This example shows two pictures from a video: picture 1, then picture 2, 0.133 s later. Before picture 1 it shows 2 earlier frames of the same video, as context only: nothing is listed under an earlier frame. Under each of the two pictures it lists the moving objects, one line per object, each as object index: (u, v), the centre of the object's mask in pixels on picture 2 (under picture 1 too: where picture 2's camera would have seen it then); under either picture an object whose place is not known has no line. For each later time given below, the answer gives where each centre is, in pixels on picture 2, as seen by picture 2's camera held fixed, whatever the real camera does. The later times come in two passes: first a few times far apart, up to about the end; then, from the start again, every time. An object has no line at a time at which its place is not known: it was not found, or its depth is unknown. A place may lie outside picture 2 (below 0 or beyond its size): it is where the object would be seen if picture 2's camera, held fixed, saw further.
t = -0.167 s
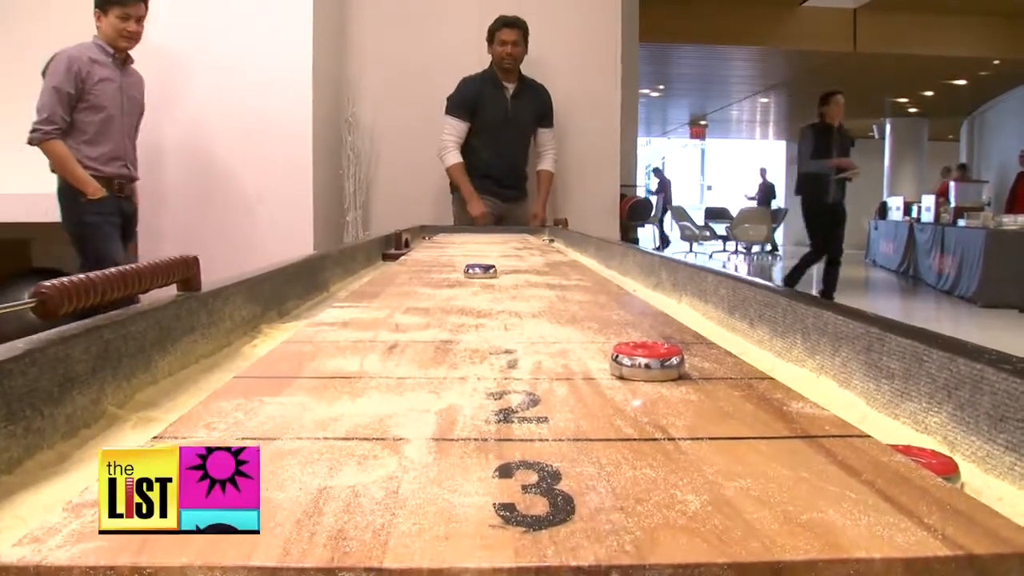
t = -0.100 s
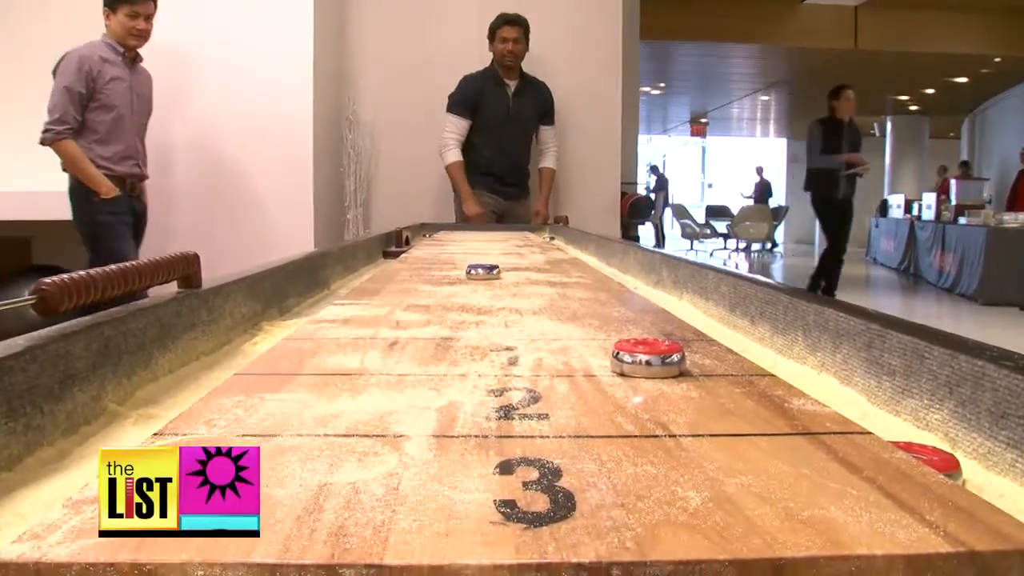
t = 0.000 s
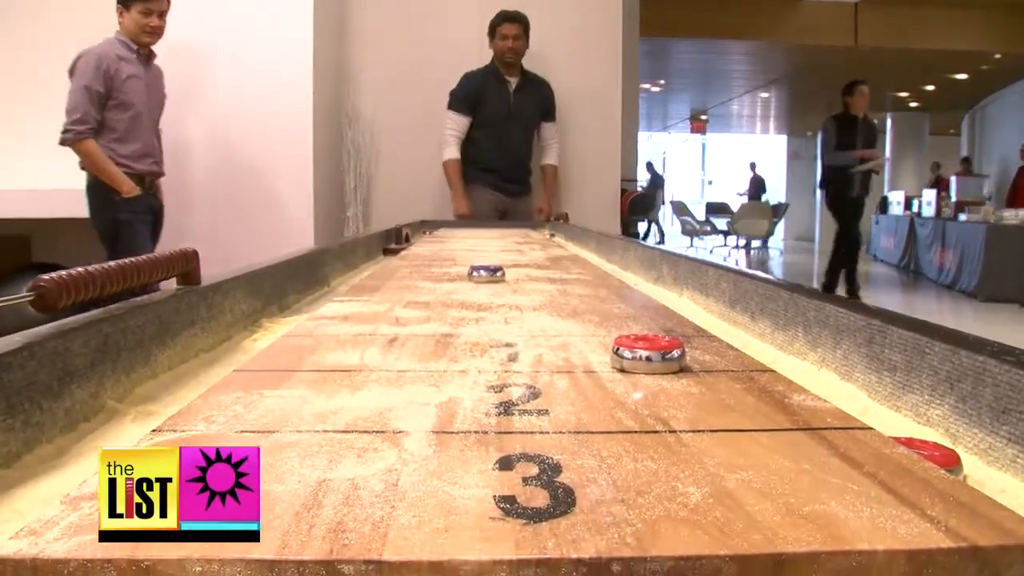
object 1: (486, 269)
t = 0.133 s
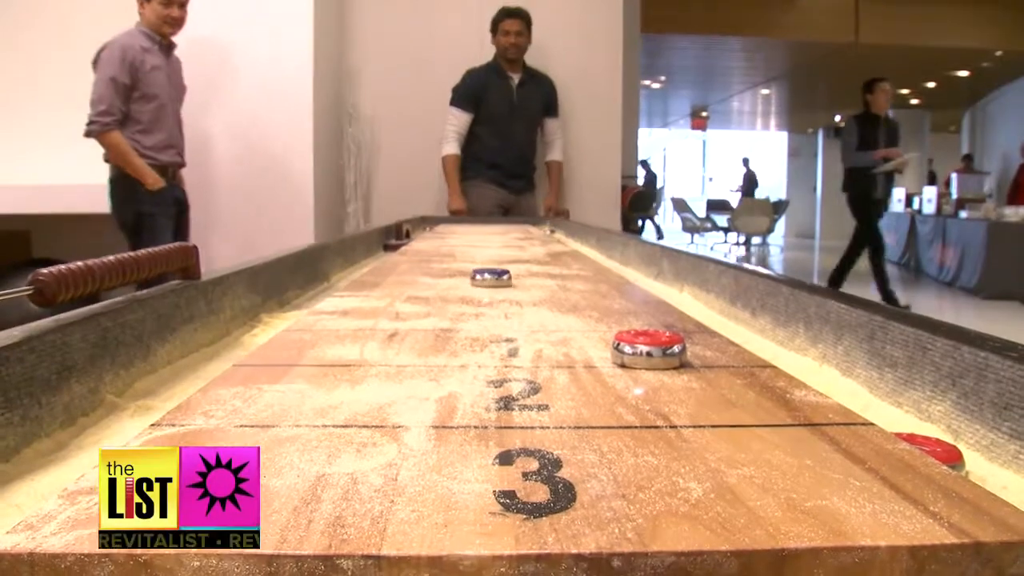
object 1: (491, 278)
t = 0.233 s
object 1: (494, 284)
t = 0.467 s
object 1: (503, 299)
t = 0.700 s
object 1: (517, 319)
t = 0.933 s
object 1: (542, 344)
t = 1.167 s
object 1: (577, 378)
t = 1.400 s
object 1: (624, 424)
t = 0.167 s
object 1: (492, 280)
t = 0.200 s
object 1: (493, 282)
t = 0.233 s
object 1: (494, 284)
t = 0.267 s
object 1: (495, 286)
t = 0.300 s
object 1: (496, 287)
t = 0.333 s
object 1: (497, 290)
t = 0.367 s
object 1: (498, 292)
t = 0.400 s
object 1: (500, 294)
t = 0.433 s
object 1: (501, 297)
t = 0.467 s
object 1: (503, 299)
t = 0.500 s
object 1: (504, 301)
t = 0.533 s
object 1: (506, 304)
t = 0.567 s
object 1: (509, 307)
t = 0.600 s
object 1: (510, 310)
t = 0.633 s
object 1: (512, 313)
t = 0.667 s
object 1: (515, 316)
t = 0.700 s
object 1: (517, 319)
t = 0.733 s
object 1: (520, 322)
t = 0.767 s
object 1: (523, 326)
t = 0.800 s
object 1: (526, 329)
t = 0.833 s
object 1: (530, 332)
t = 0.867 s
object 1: (534, 336)
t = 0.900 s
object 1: (538, 340)
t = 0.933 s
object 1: (542, 344)
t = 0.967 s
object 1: (547, 348)
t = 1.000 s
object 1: (551, 353)
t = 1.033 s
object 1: (556, 357)
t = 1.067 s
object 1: (560, 362)
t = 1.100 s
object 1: (566, 367)
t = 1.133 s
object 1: (572, 372)
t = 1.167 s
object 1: (577, 378)
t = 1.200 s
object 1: (583, 383)
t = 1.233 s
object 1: (589, 389)
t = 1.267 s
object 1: (595, 396)
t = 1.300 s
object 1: (602, 402)
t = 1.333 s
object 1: (609, 409)
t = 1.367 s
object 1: (616, 416)
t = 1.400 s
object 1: (624, 424)
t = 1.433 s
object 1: (633, 431)
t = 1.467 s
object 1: (642, 440)
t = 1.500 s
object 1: (651, 448)
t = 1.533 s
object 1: (660, 457)
